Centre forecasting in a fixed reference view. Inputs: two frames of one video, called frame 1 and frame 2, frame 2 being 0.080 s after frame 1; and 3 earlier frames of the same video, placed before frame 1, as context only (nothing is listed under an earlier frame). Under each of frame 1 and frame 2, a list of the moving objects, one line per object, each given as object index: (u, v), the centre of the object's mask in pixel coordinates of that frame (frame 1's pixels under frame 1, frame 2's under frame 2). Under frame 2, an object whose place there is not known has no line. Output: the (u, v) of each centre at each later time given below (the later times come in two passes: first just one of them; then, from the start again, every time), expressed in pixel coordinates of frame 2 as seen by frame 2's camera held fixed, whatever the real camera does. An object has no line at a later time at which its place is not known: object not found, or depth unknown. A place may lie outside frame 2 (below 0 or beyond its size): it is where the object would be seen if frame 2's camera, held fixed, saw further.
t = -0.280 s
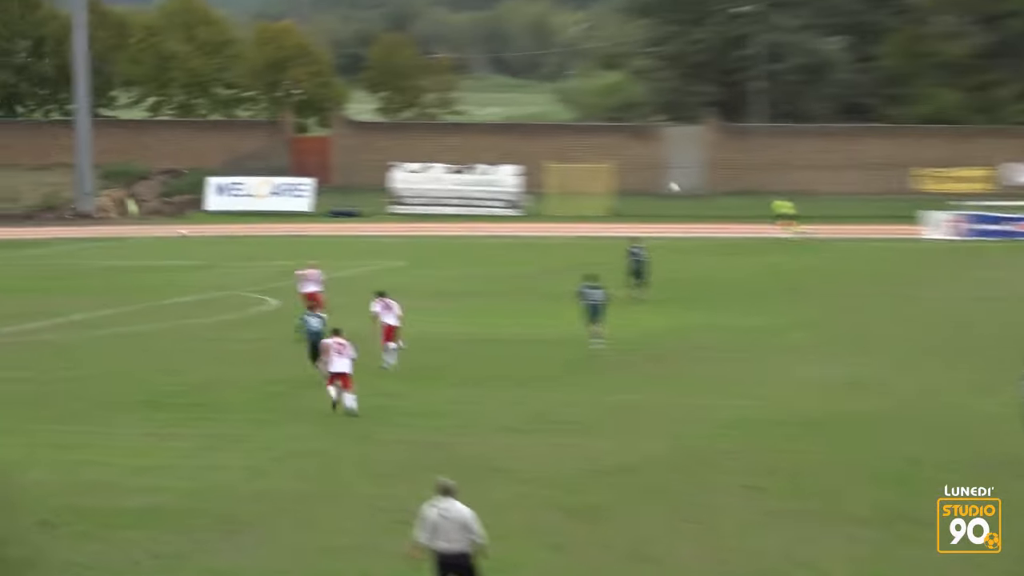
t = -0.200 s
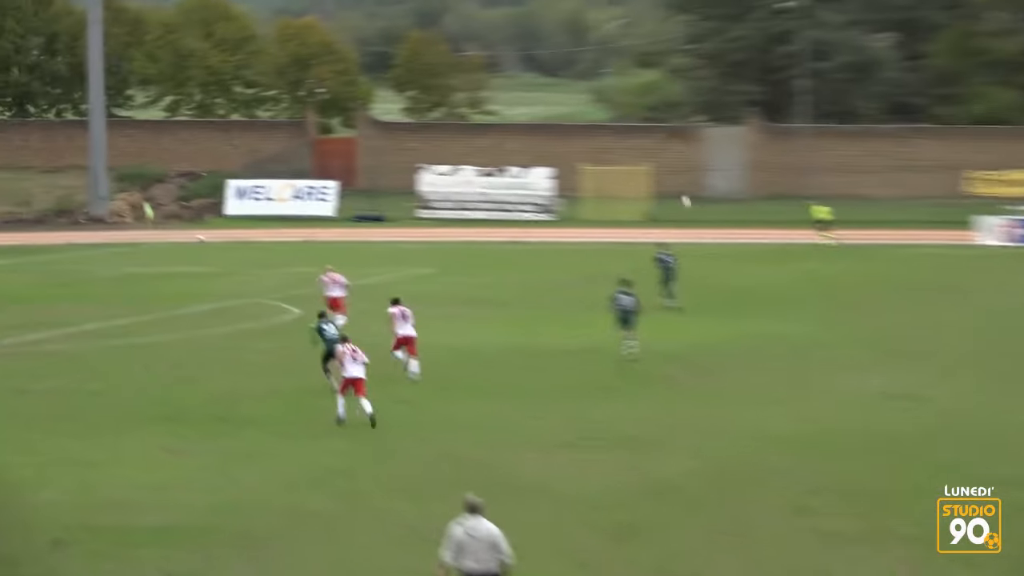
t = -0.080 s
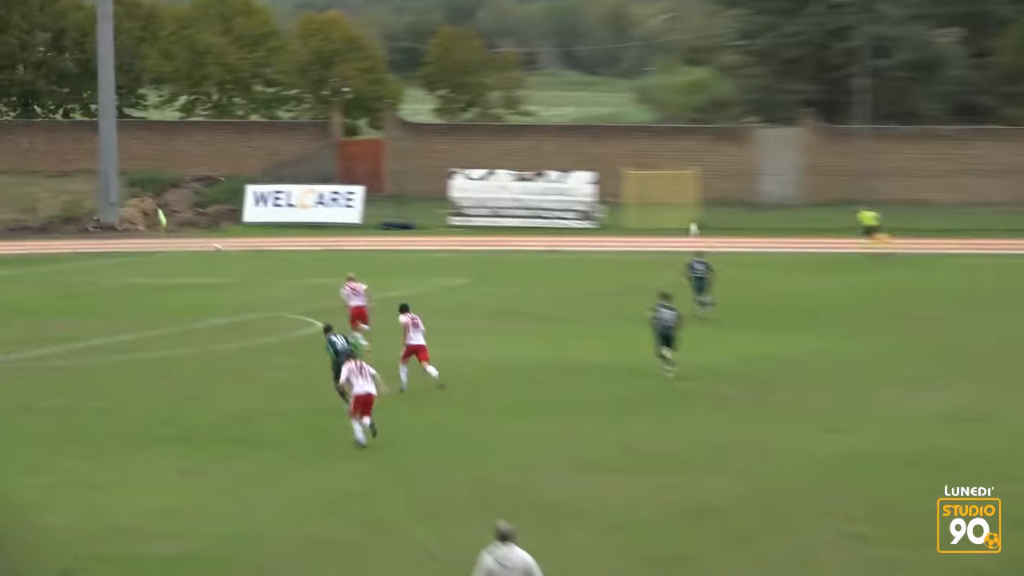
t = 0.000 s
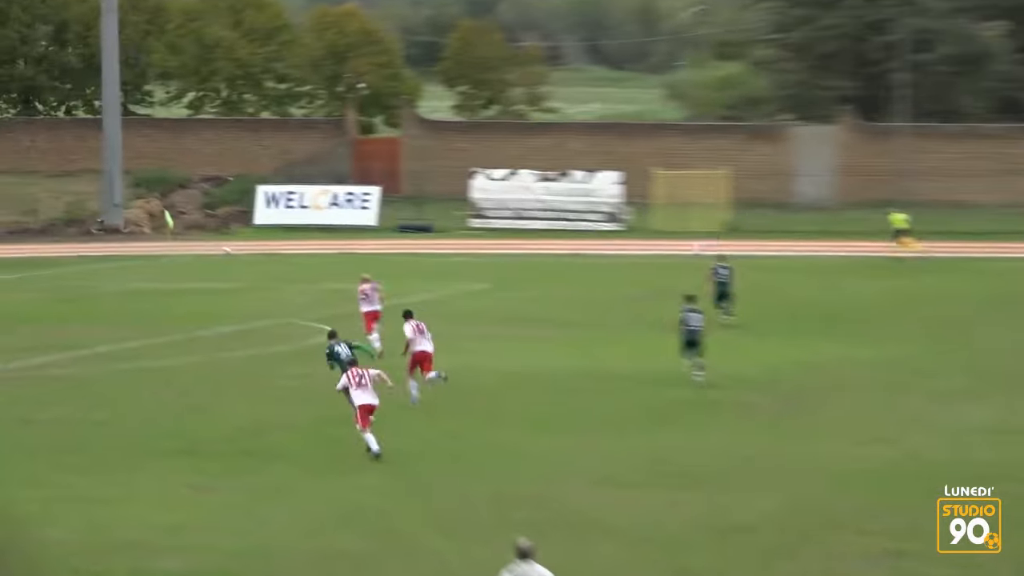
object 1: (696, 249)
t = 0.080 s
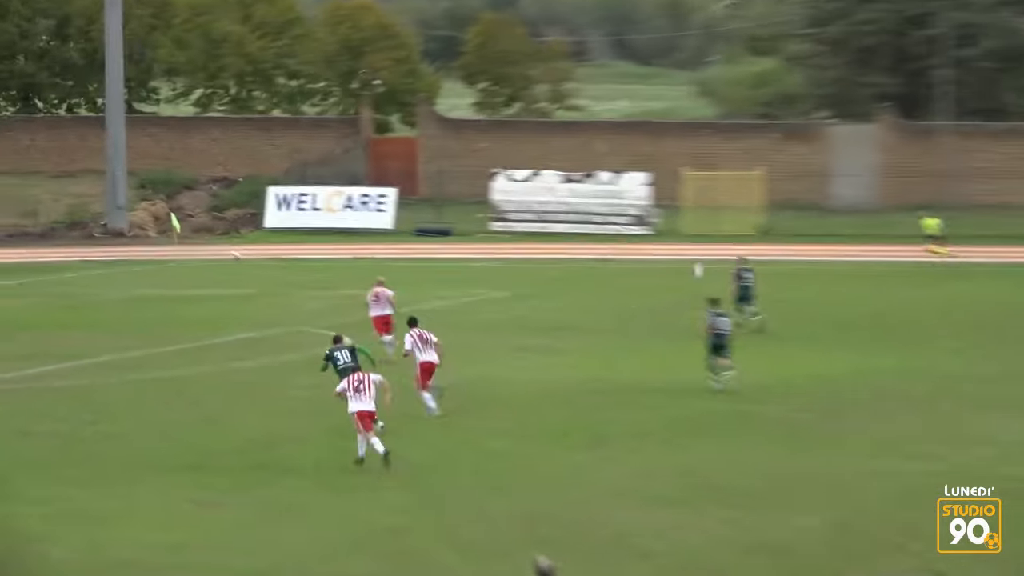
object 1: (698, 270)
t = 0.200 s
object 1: (660, 300)
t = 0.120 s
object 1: (686, 280)
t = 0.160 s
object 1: (673, 290)
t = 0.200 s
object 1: (660, 300)
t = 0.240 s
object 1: (645, 311)
